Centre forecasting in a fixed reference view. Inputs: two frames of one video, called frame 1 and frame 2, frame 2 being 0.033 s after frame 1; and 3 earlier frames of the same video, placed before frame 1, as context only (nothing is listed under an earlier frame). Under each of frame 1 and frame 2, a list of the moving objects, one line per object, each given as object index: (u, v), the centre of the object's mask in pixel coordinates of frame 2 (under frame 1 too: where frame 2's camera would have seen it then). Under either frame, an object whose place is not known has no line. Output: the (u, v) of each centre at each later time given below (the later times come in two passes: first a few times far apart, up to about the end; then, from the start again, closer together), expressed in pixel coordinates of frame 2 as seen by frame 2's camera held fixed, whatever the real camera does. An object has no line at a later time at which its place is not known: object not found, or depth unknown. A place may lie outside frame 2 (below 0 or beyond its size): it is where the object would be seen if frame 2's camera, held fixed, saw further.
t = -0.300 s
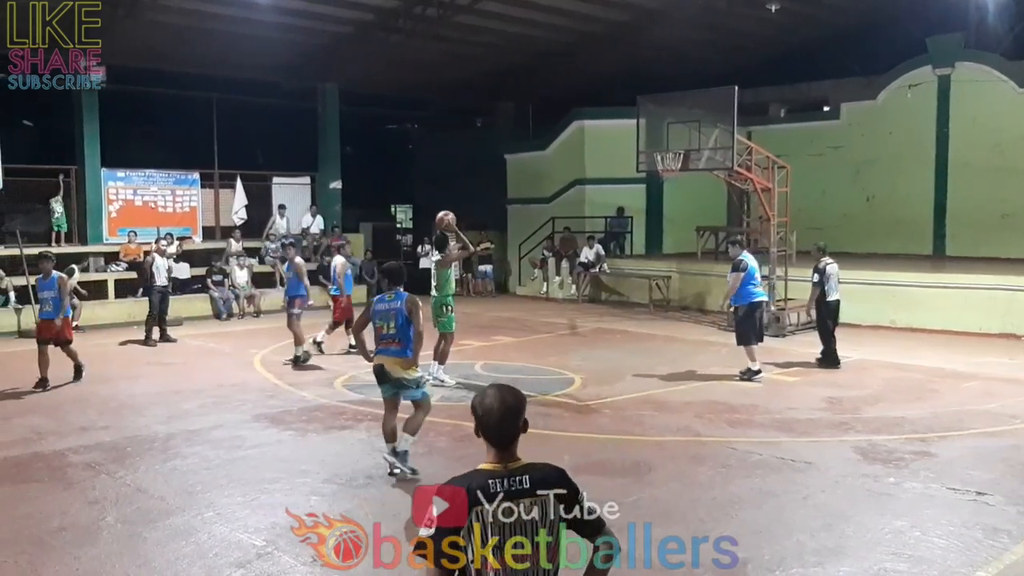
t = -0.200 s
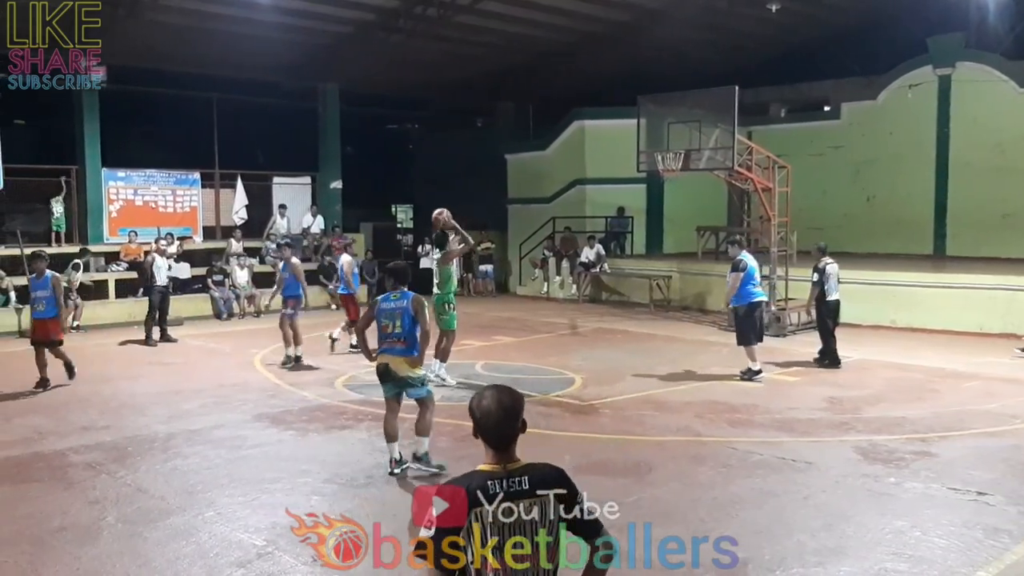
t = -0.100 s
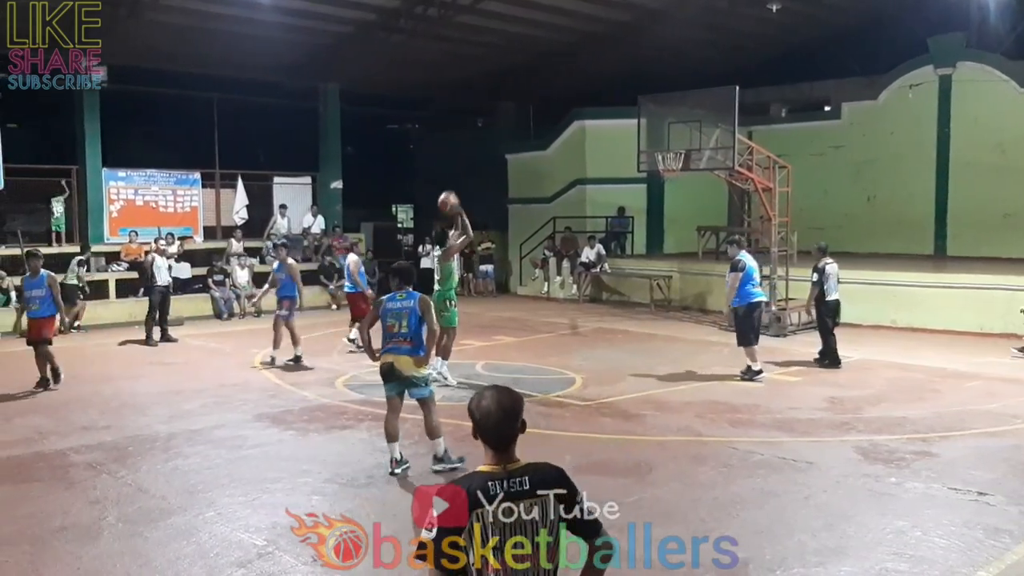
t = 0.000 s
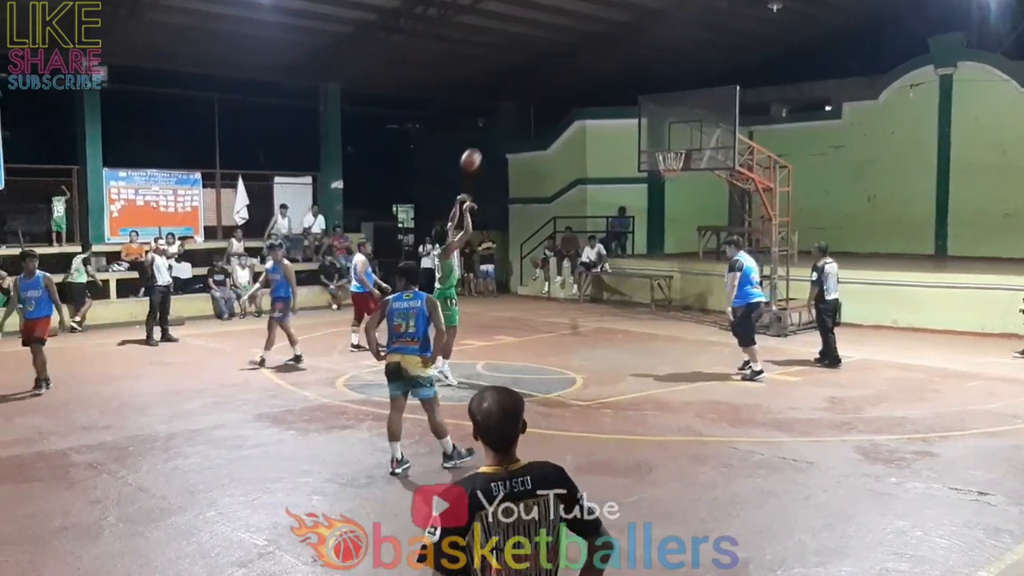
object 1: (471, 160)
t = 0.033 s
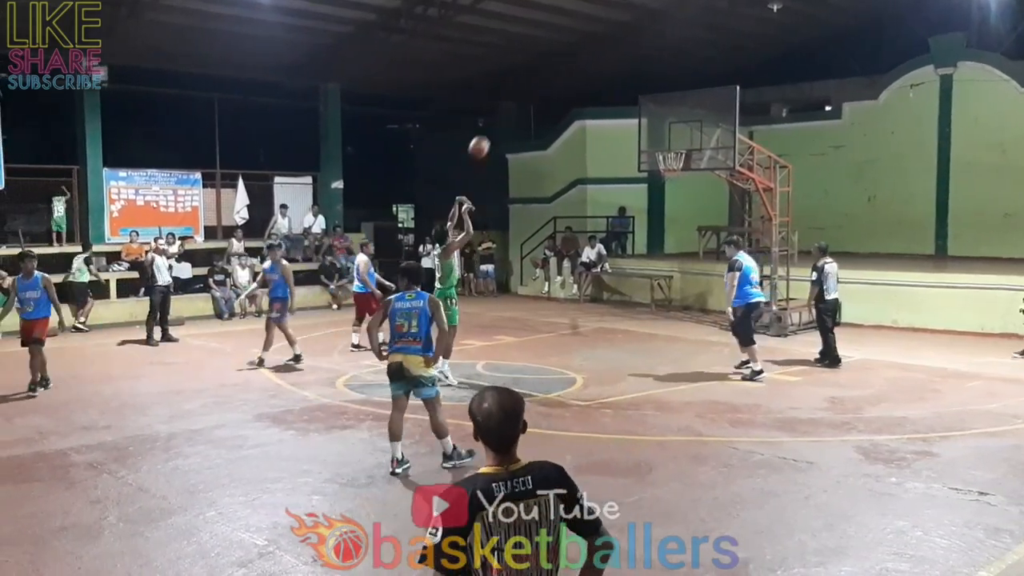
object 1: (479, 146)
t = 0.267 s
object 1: (532, 84)
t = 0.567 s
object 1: (592, 68)
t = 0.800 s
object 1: (632, 98)
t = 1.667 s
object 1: (668, 191)
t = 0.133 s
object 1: (503, 113)
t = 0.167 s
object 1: (510, 105)
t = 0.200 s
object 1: (517, 97)
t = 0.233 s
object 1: (525, 90)
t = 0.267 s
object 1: (532, 84)
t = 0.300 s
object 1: (539, 79)
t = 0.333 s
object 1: (546, 74)
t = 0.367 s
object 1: (552, 71)
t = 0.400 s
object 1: (559, 69)
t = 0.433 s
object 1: (566, 66)
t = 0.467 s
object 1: (572, 65)
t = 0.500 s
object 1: (579, 65)
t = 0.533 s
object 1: (585, 66)
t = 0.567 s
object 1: (592, 68)
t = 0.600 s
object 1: (598, 70)
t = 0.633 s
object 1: (604, 72)
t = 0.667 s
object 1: (609, 76)
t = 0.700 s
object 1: (615, 81)
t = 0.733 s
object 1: (621, 86)
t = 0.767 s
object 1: (627, 91)
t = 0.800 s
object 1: (632, 98)
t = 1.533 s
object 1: (666, 174)
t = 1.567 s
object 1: (667, 177)
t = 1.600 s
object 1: (667, 181)
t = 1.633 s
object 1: (667, 186)
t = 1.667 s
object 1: (668, 191)
